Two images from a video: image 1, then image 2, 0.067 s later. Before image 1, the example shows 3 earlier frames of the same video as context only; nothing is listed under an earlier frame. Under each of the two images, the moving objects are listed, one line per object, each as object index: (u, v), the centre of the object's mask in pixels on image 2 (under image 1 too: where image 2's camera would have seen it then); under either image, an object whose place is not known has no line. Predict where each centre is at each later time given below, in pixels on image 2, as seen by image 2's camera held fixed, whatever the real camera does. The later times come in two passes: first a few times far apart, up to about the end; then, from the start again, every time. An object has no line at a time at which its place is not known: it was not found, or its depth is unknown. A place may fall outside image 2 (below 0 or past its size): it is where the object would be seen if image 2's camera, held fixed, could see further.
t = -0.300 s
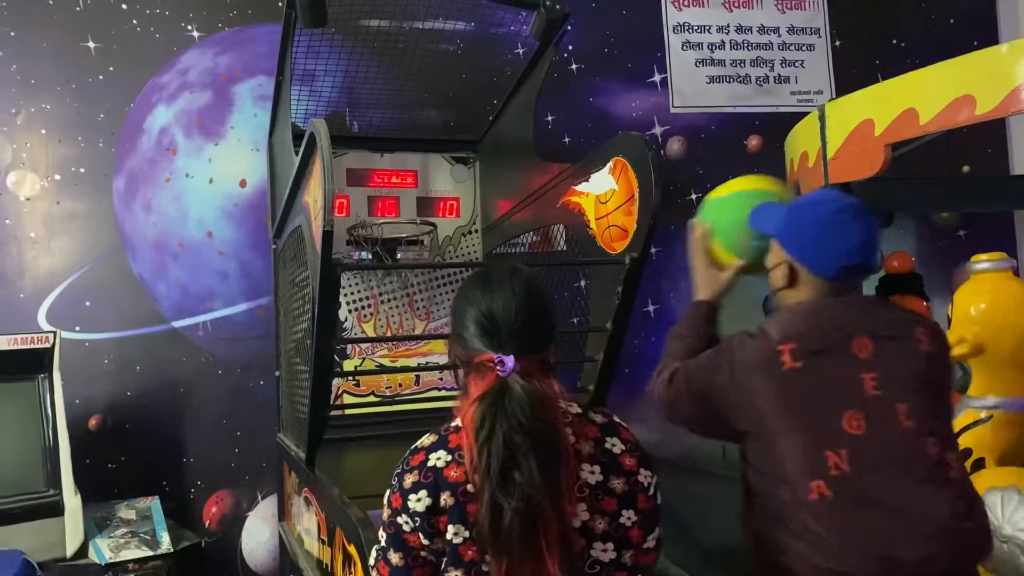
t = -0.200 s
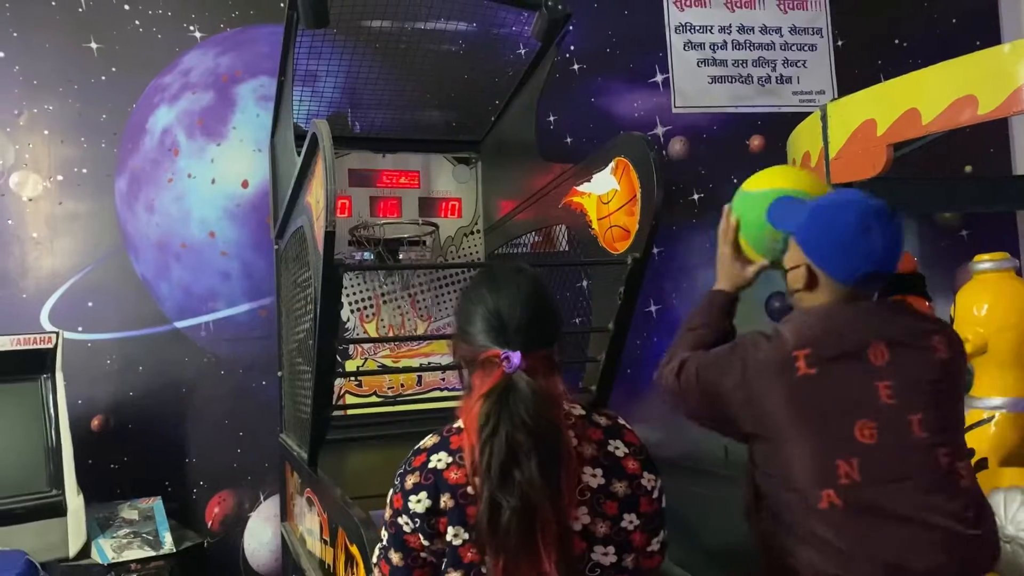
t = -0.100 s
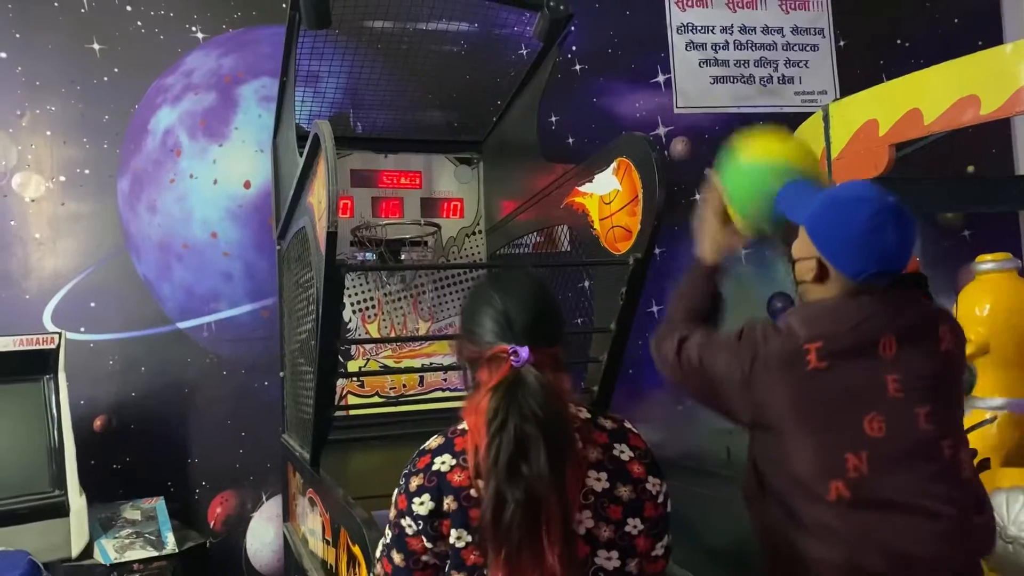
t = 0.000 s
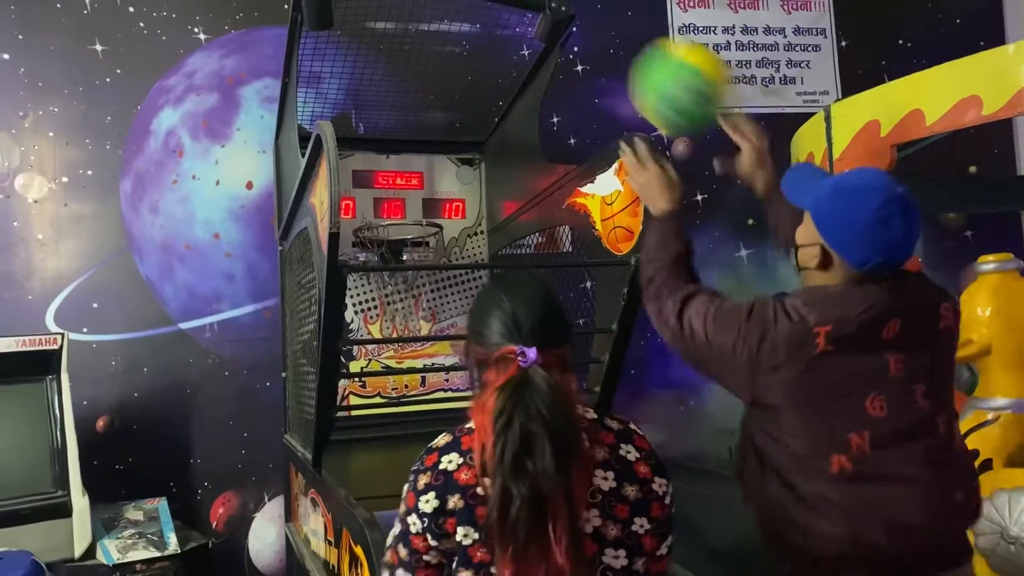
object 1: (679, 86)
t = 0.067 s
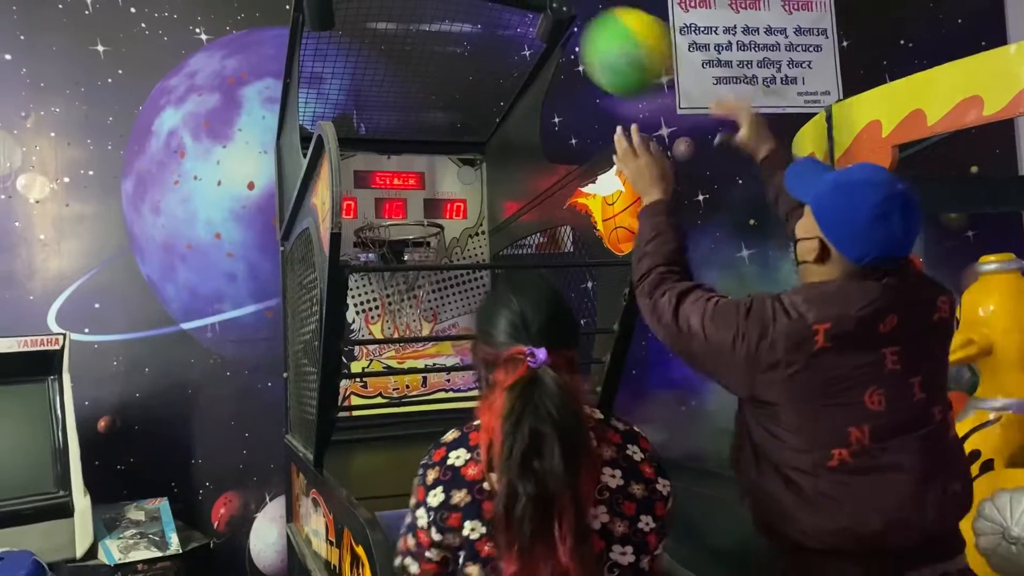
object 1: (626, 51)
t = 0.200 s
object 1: (543, 38)
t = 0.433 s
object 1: (444, 128)
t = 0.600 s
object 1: (416, 185)
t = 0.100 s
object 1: (605, 42)
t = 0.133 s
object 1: (582, 37)
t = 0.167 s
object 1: (562, 36)
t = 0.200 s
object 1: (543, 38)
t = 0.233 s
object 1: (525, 44)
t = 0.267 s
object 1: (509, 52)
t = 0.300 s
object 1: (494, 64)
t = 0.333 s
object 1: (480, 77)
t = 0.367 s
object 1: (467, 92)
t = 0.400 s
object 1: (455, 109)
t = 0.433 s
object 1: (444, 128)
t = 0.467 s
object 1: (434, 147)
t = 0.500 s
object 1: (426, 170)
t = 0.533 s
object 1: (418, 195)
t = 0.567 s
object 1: (417, 195)
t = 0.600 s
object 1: (416, 185)
